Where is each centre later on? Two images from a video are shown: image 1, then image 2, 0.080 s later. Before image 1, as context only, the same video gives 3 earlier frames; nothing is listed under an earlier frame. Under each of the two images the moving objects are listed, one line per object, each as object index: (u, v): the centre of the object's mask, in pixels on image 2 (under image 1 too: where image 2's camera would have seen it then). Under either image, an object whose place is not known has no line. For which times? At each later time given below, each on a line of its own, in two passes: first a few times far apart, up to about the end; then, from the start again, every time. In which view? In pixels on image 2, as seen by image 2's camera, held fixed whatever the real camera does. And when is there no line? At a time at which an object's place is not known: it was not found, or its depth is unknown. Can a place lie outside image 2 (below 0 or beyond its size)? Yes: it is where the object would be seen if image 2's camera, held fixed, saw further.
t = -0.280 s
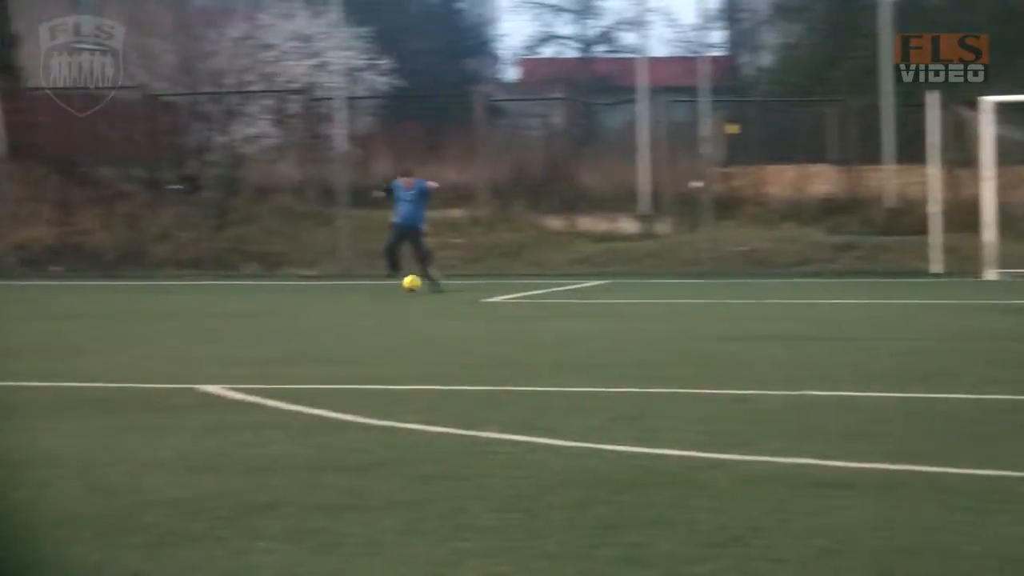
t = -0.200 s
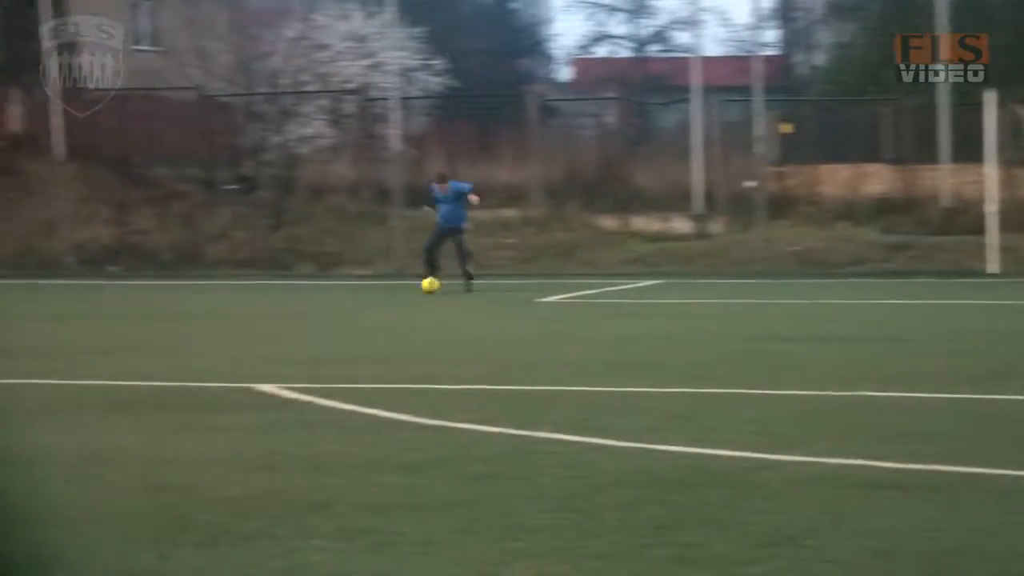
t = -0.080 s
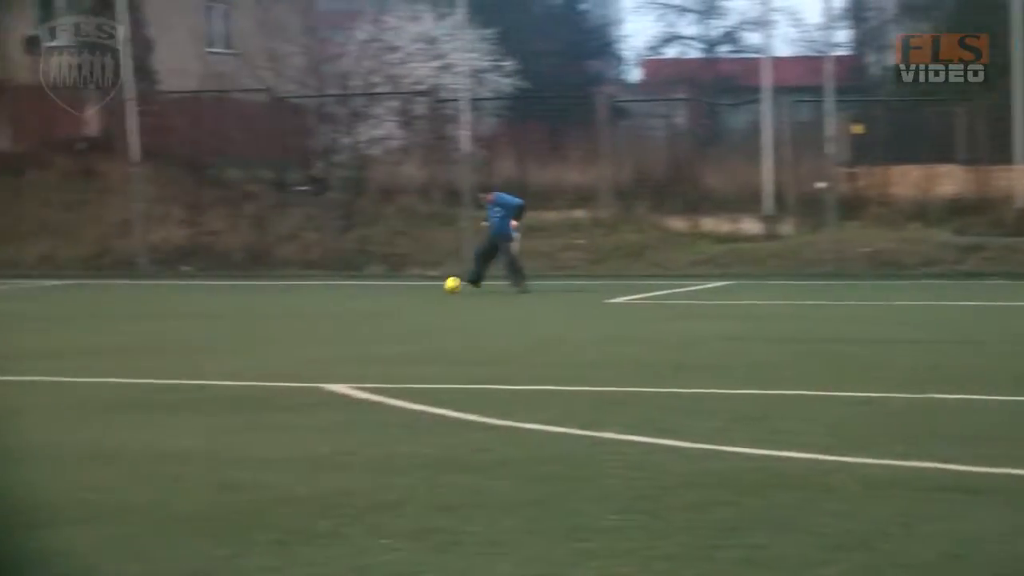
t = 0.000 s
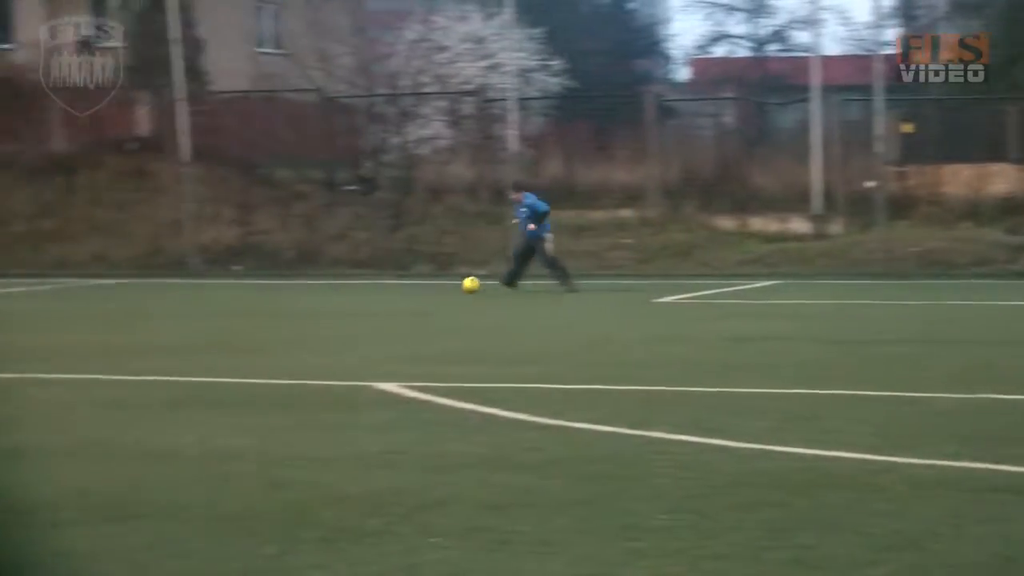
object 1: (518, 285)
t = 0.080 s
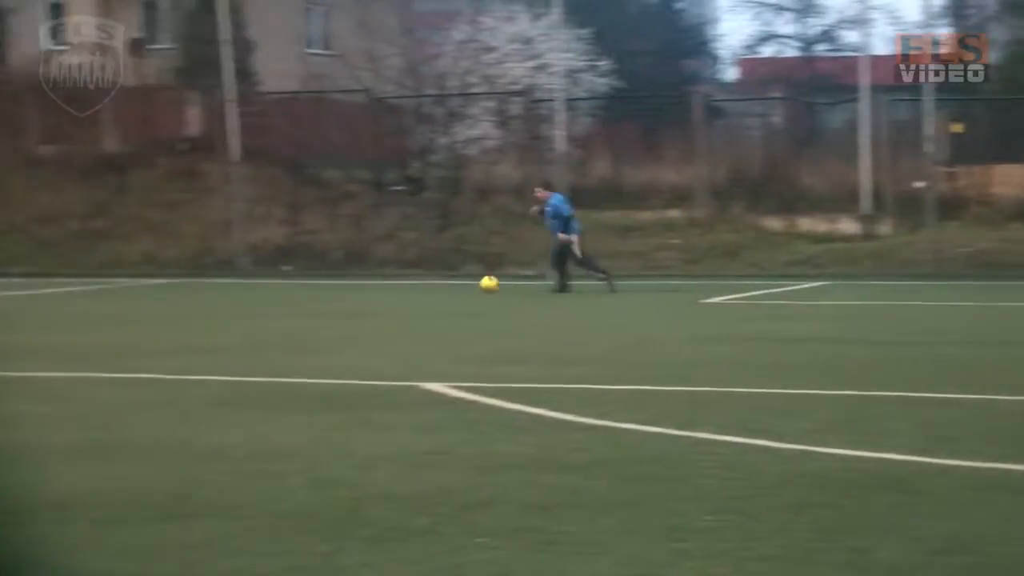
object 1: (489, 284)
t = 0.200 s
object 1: (446, 285)
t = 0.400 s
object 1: (379, 285)
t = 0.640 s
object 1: (302, 286)
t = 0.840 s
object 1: (240, 285)
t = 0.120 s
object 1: (475, 285)
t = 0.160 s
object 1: (461, 285)
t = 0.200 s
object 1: (446, 285)
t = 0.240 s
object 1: (433, 285)
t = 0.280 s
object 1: (419, 284)
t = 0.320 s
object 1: (406, 284)
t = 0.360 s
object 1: (392, 285)
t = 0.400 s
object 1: (379, 285)
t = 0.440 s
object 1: (366, 284)
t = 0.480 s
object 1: (353, 284)
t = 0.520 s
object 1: (341, 285)
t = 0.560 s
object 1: (327, 285)
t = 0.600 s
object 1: (315, 285)
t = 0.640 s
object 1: (302, 286)
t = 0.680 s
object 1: (288, 284)
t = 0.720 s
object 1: (276, 283)
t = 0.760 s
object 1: (264, 284)
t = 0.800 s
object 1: (252, 285)
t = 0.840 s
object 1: (240, 285)
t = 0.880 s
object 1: (228, 284)
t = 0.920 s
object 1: (216, 284)
